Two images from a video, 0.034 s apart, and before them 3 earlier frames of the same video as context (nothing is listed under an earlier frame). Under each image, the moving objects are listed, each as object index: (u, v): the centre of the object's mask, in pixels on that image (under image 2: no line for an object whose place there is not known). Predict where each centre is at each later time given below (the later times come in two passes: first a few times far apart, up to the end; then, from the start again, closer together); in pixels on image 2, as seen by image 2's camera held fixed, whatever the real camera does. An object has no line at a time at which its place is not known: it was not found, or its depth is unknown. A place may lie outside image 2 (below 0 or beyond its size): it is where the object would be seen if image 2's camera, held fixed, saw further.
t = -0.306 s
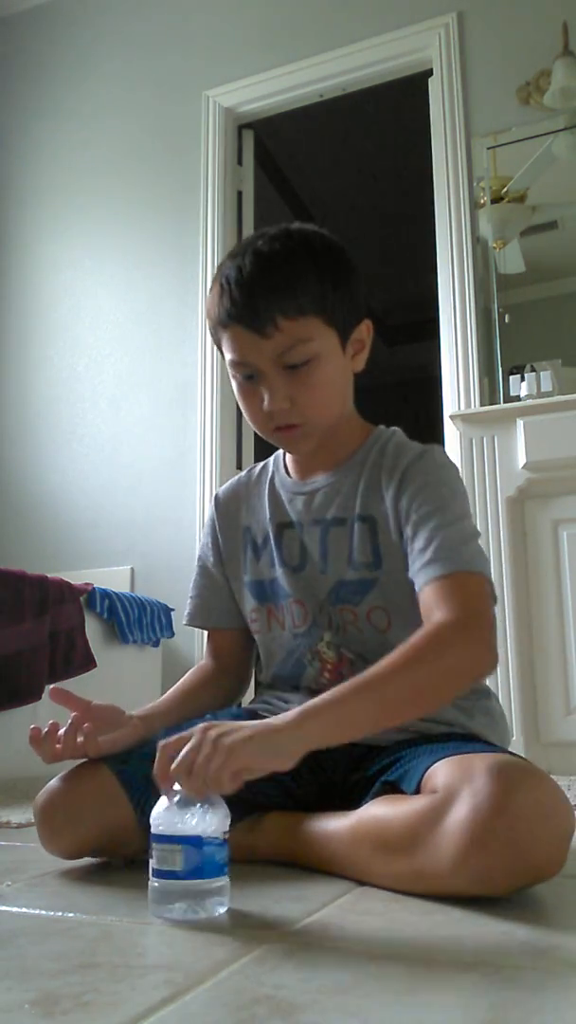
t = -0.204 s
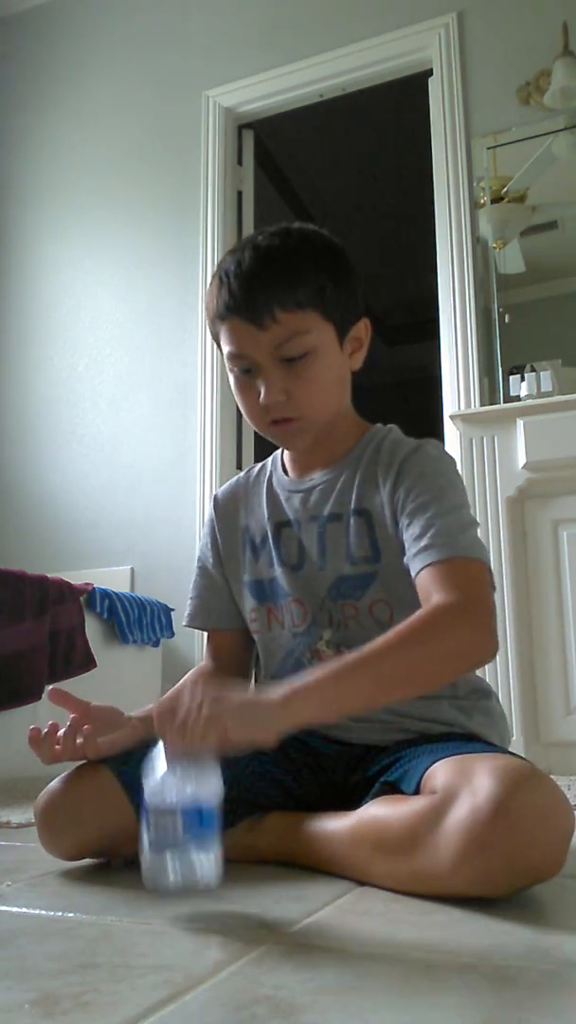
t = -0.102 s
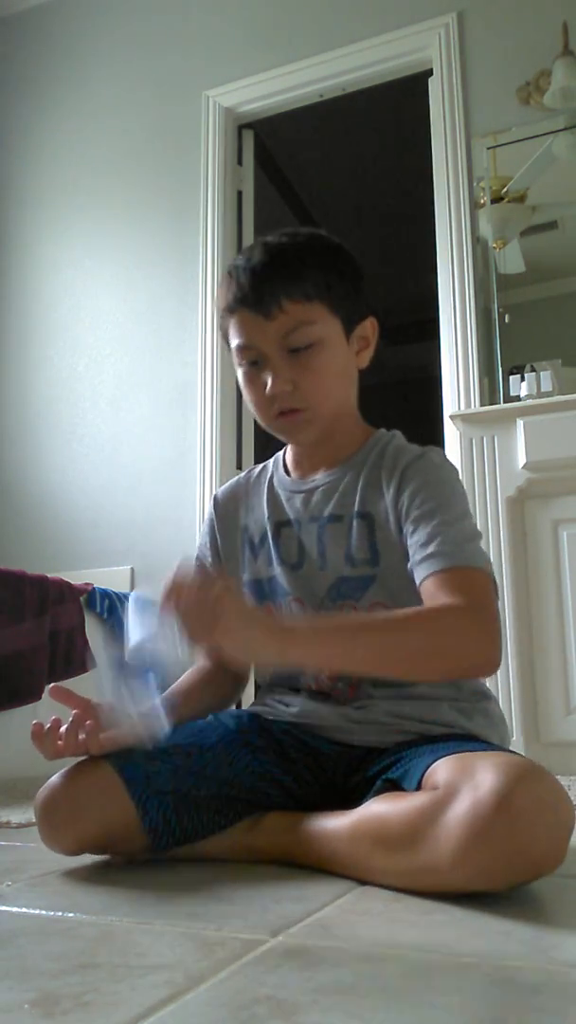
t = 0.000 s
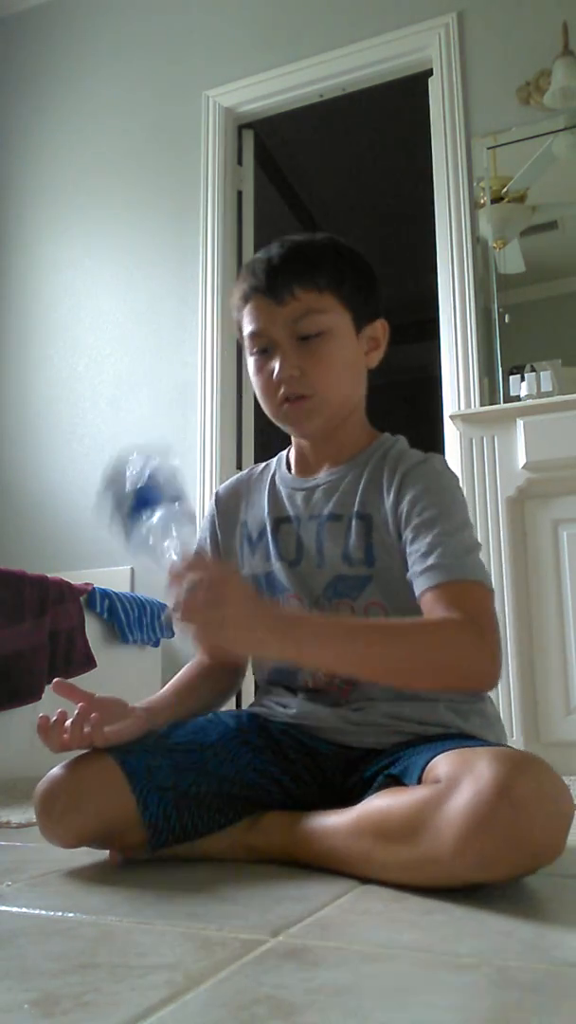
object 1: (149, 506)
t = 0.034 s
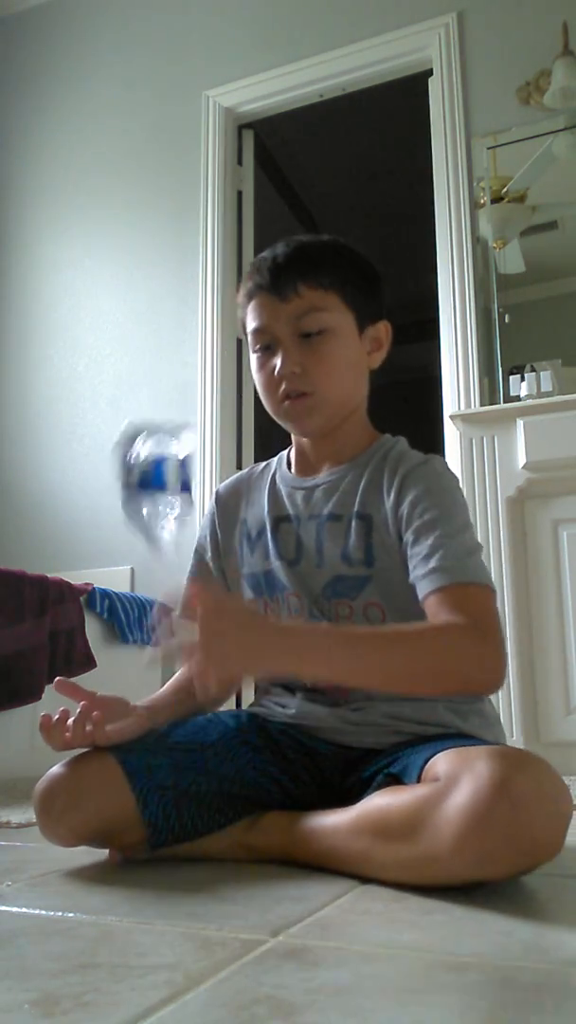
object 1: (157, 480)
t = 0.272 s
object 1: (199, 629)
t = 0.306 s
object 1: (203, 720)
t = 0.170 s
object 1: (183, 490)
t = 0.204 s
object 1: (189, 526)
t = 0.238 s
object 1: (195, 571)
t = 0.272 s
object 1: (199, 629)
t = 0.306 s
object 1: (203, 720)
